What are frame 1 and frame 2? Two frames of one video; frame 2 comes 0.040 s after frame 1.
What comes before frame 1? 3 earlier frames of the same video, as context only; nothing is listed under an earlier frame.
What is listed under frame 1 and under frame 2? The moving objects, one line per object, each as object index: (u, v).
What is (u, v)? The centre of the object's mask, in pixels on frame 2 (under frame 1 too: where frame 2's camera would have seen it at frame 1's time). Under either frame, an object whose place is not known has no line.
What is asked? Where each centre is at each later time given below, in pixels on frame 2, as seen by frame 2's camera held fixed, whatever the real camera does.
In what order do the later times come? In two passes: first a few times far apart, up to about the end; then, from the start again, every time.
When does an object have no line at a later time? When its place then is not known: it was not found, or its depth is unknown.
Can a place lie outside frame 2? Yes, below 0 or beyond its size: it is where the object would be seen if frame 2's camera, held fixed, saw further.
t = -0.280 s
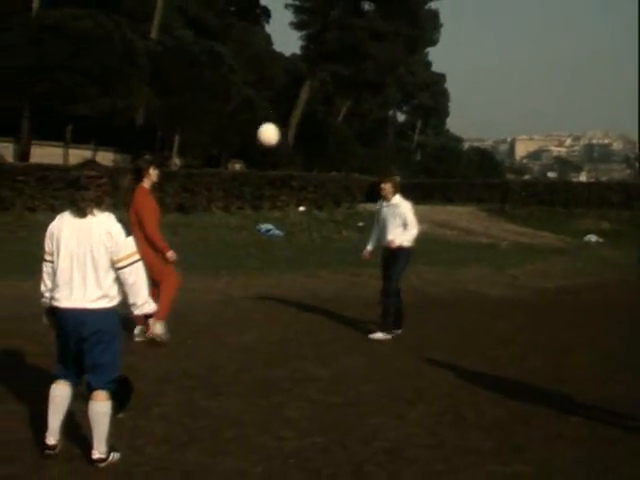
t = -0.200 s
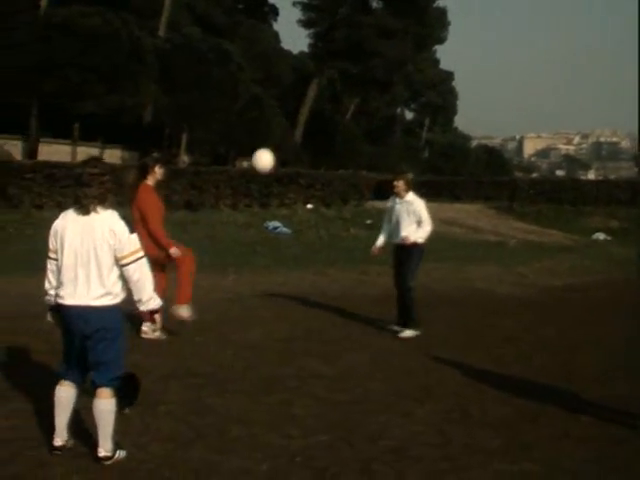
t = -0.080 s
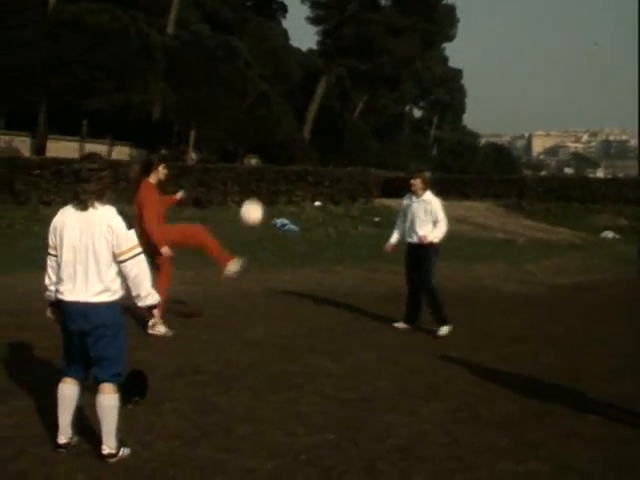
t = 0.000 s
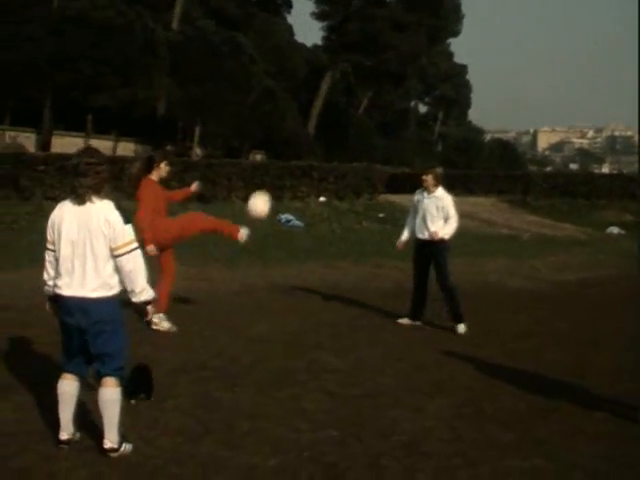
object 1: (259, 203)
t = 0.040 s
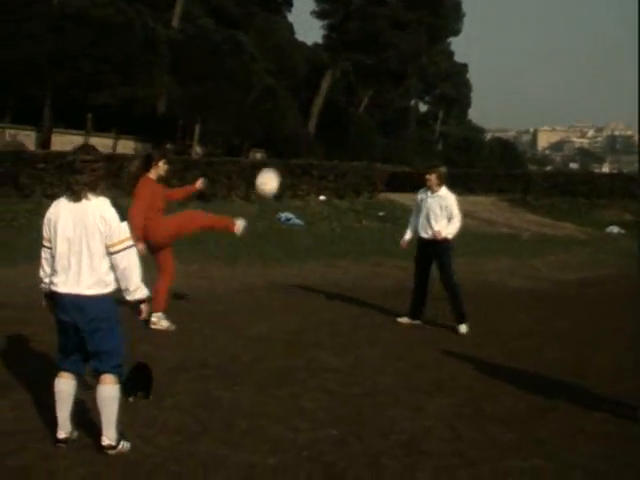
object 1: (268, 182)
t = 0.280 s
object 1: (323, 85)
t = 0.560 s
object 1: (393, 50)
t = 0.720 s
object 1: (434, 72)
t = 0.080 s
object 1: (276, 161)
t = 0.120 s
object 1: (286, 142)
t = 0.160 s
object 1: (294, 126)
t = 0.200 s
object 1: (304, 111)
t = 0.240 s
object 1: (313, 97)
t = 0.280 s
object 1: (323, 85)
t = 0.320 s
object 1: (332, 74)
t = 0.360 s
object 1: (342, 66)
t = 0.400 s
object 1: (352, 59)
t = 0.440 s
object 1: (362, 53)
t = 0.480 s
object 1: (373, 51)
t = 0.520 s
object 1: (382, 50)
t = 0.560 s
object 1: (393, 50)
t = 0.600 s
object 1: (403, 53)
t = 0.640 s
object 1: (414, 56)
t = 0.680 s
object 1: (424, 63)
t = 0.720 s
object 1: (434, 72)
